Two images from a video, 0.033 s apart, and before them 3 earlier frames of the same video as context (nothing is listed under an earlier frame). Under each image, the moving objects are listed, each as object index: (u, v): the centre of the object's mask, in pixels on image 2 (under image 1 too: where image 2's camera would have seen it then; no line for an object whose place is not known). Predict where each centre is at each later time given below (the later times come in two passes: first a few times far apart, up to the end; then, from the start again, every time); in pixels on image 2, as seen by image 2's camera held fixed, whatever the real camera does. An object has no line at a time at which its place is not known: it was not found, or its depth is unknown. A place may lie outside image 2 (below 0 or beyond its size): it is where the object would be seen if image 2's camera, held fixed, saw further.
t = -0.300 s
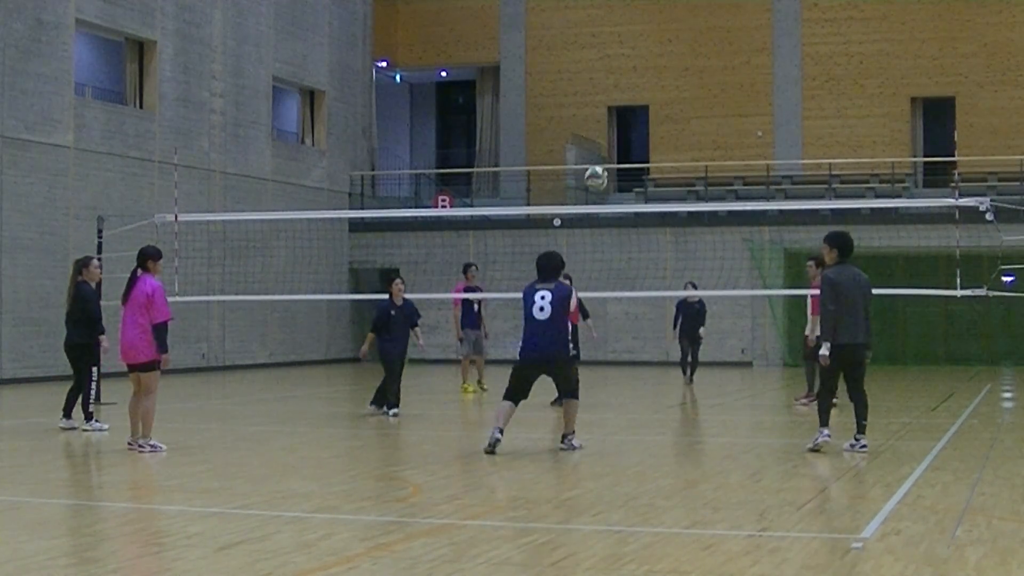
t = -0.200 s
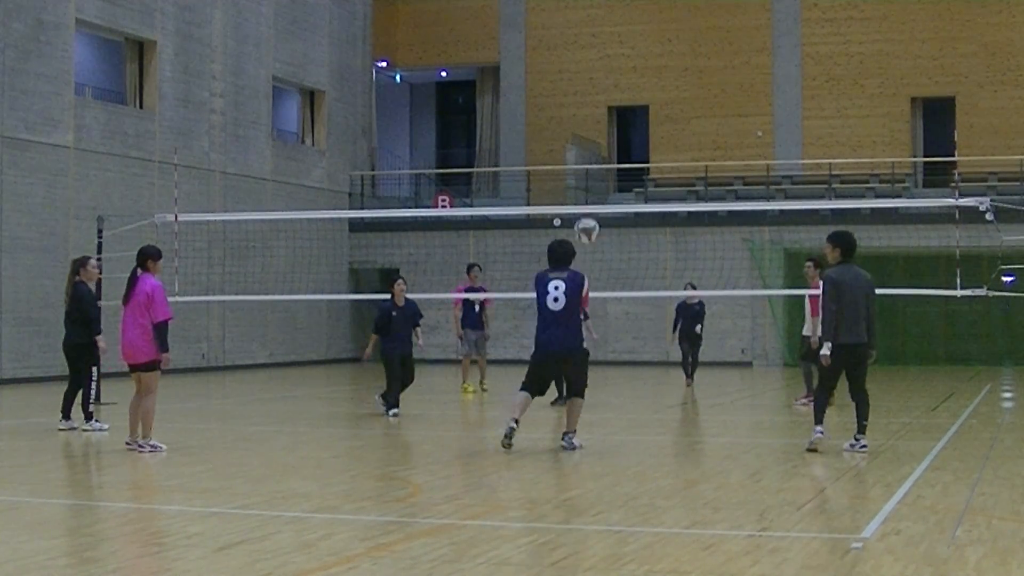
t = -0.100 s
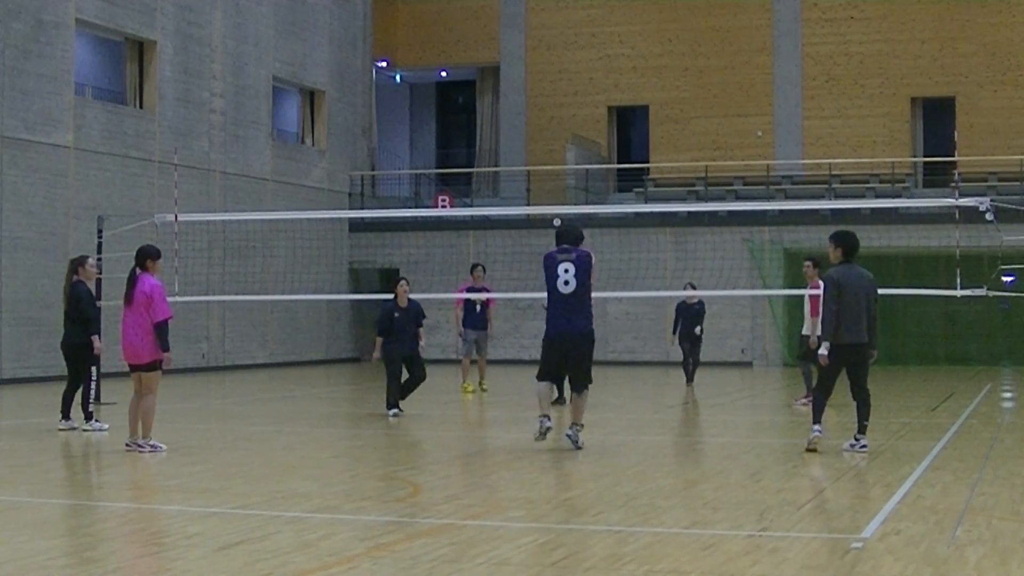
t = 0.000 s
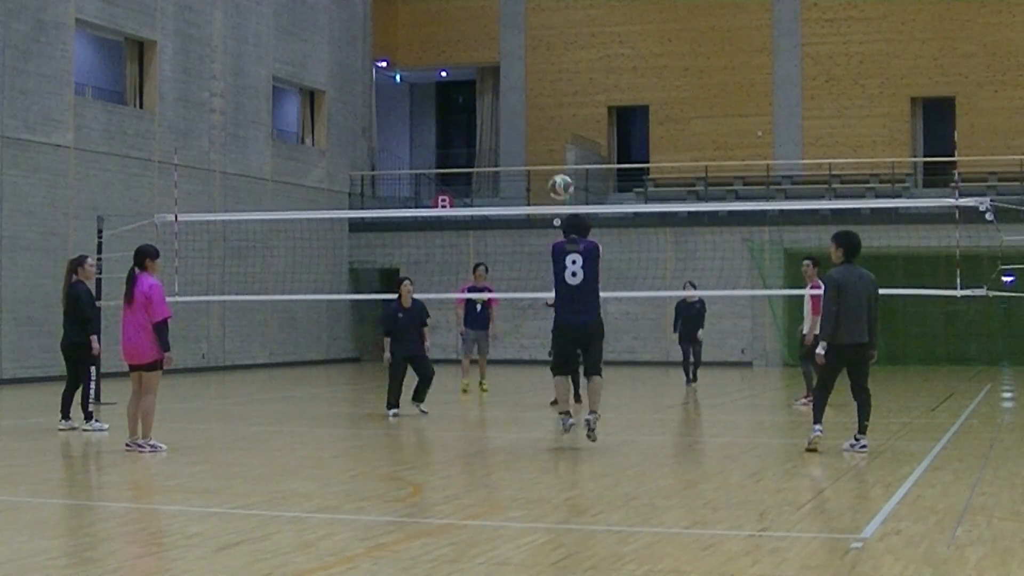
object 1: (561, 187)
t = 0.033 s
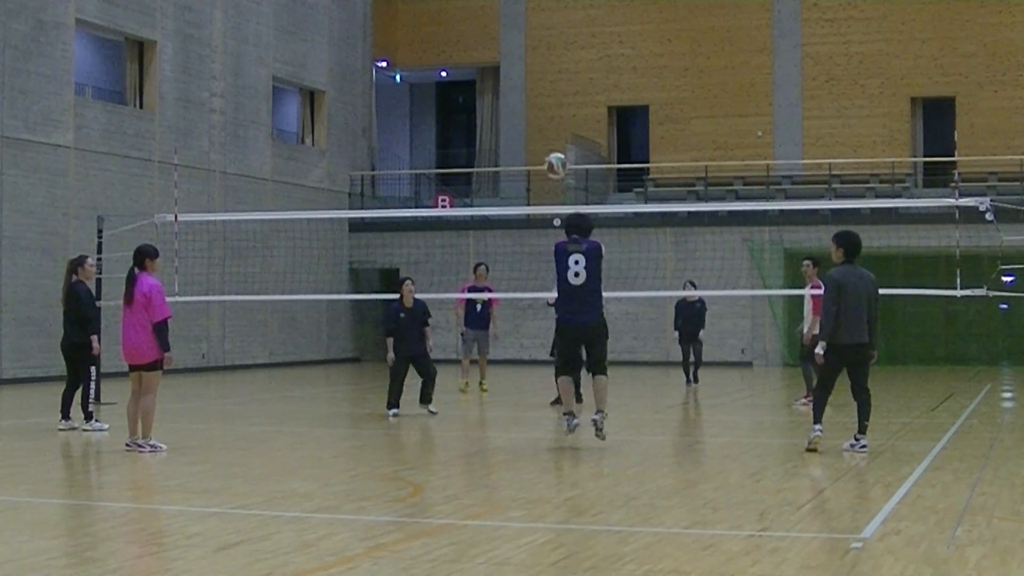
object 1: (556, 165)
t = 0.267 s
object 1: (526, 54)
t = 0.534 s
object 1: (494, 9)
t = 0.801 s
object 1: (466, 34)
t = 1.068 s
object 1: (441, 124)
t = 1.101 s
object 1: (438, 140)
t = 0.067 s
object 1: (550, 144)
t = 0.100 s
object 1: (546, 125)
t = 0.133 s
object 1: (542, 108)
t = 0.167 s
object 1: (538, 92)
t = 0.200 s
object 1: (534, 78)
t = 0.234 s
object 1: (529, 66)
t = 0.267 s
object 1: (526, 54)
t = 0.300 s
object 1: (521, 44)
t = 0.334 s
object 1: (517, 34)
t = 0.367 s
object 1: (513, 28)
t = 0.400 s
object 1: (510, 21)
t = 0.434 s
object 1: (506, 16)
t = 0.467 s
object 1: (502, 12)
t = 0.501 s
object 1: (498, 10)
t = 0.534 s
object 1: (494, 9)
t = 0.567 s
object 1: (490, 9)
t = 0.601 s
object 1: (487, 9)
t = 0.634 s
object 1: (484, 10)
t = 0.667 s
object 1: (480, 12)
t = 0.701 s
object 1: (477, 16)
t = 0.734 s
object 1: (472, 21)
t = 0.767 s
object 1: (469, 27)
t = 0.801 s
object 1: (466, 34)
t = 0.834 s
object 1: (463, 42)
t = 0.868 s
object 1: (460, 51)
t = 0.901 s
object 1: (456, 61)
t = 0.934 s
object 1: (453, 73)
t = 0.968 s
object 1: (450, 84)
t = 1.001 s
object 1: (447, 97)
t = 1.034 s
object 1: (444, 110)
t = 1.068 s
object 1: (441, 124)
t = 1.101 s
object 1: (438, 140)
